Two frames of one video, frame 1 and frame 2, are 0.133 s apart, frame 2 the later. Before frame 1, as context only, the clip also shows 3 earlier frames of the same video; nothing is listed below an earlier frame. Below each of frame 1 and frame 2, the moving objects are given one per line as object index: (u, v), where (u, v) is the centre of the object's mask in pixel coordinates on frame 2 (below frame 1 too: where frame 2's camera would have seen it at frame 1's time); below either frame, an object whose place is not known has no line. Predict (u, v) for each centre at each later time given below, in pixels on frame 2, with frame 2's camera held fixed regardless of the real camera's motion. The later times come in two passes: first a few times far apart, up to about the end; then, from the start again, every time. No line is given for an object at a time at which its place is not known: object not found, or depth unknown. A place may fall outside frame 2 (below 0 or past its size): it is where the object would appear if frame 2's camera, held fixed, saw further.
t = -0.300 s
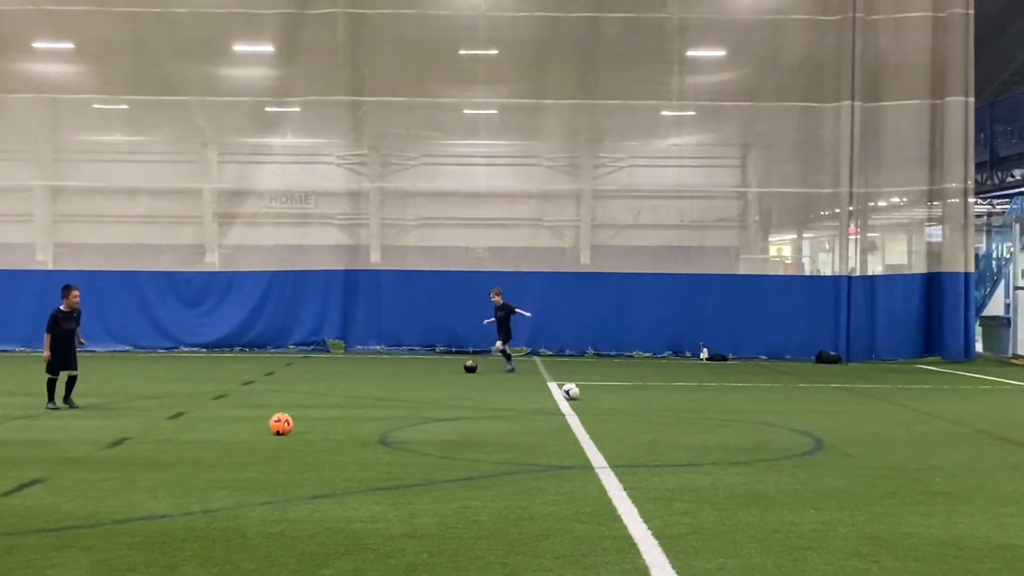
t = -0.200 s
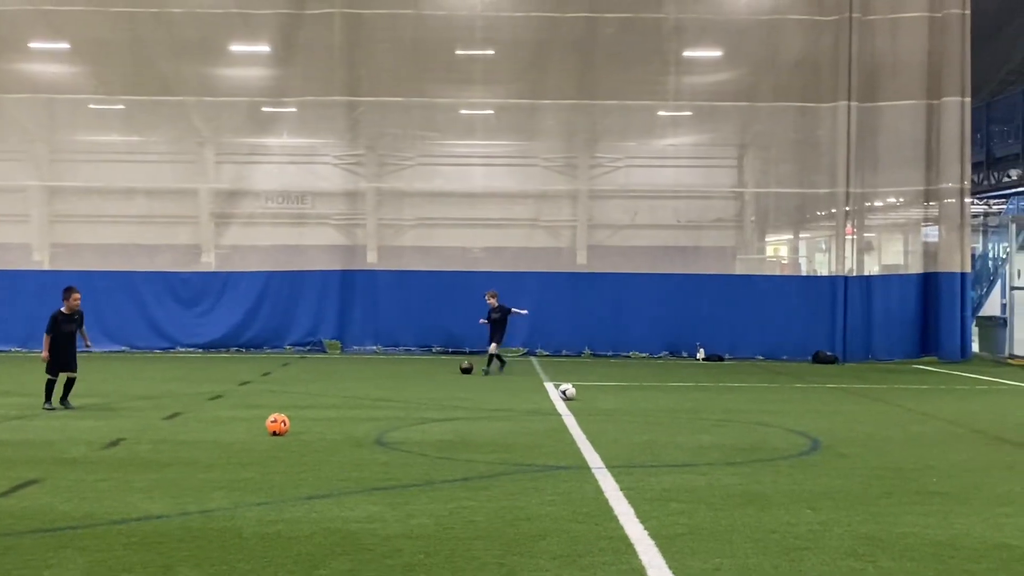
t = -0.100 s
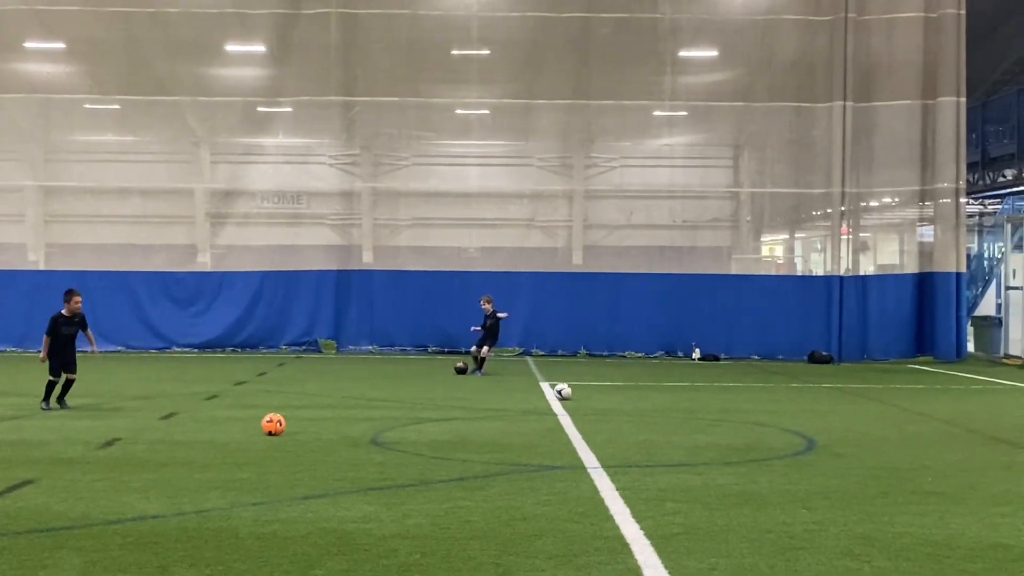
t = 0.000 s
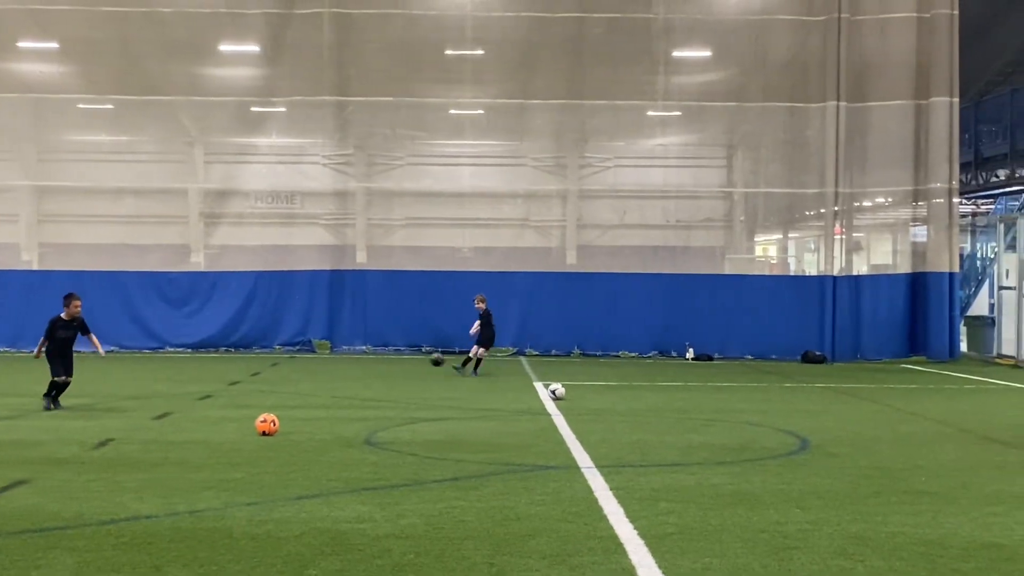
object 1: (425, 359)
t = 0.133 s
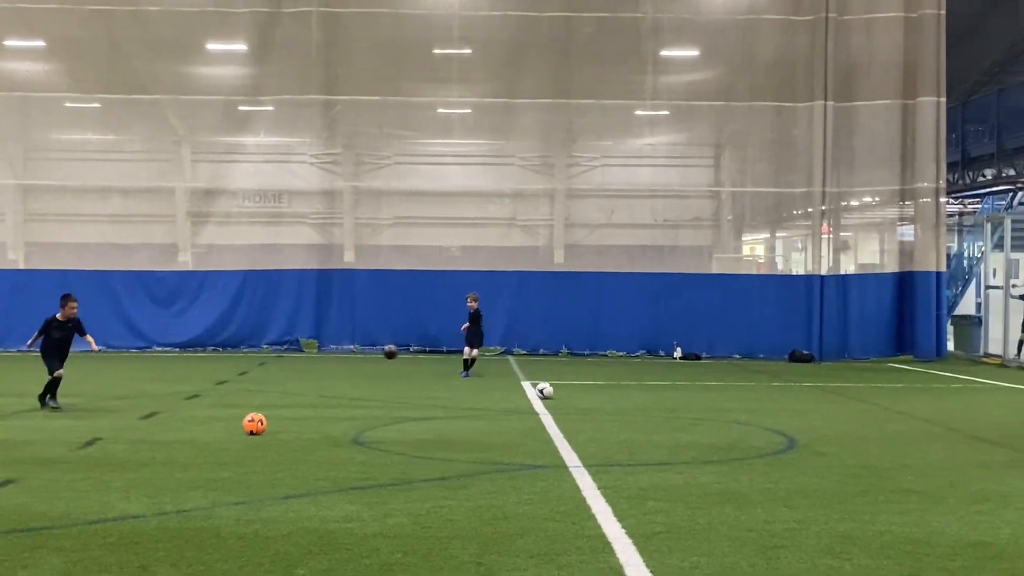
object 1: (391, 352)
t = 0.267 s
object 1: (354, 357)
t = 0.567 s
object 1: (272, 379)
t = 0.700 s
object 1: (245, 382)
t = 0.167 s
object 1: (381, 352)
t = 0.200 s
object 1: (372, 353)
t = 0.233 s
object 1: (362, 354)
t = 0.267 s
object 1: (354, 357)
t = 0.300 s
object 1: (343, 361)
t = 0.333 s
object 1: (333, 366)
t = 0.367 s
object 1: (323, 371)
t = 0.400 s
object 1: (312, 378)
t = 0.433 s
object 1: (302, 386)
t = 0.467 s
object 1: (292, 388)
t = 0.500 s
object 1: (286, 384)
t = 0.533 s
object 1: (279, 381)
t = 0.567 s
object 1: (272, 379)
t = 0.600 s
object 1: (266, 378)
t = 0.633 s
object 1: (258, 378)
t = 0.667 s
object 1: (252, 379)
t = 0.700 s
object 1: (245, 382)
